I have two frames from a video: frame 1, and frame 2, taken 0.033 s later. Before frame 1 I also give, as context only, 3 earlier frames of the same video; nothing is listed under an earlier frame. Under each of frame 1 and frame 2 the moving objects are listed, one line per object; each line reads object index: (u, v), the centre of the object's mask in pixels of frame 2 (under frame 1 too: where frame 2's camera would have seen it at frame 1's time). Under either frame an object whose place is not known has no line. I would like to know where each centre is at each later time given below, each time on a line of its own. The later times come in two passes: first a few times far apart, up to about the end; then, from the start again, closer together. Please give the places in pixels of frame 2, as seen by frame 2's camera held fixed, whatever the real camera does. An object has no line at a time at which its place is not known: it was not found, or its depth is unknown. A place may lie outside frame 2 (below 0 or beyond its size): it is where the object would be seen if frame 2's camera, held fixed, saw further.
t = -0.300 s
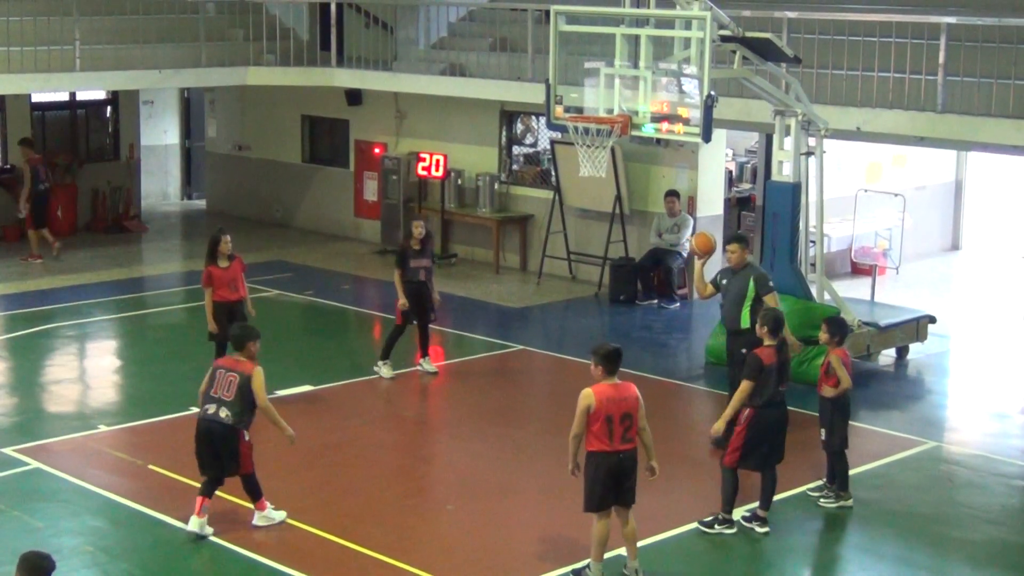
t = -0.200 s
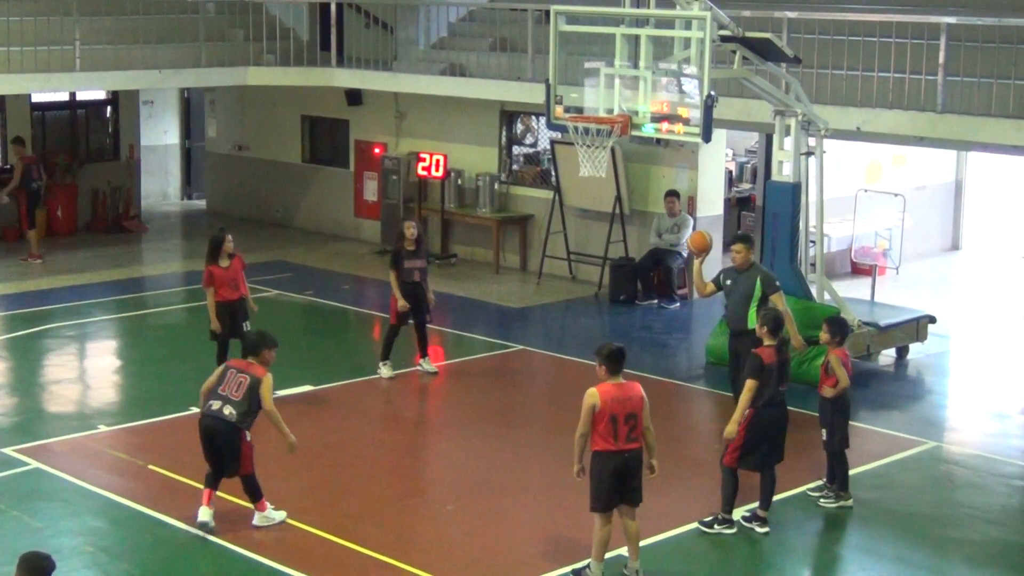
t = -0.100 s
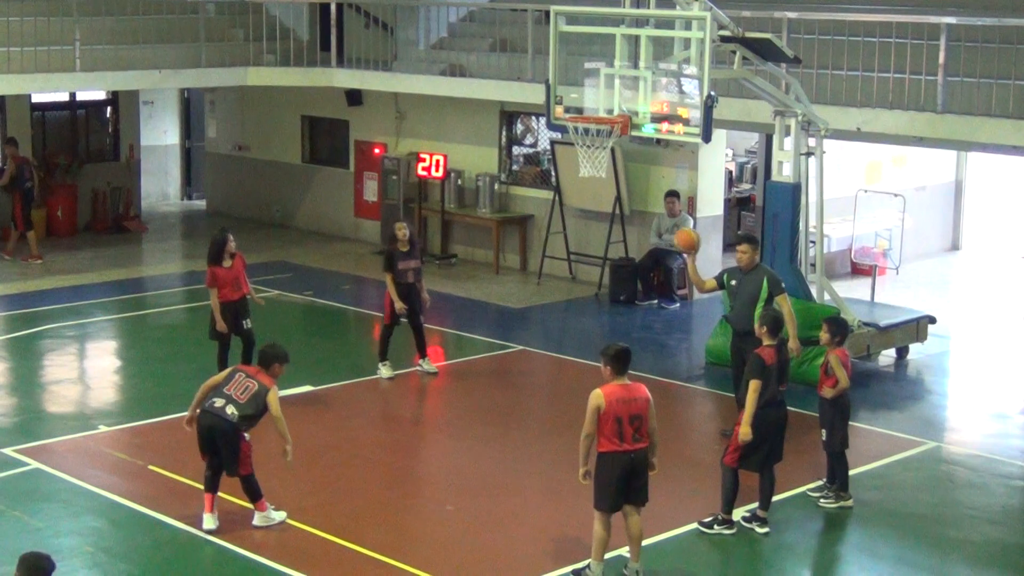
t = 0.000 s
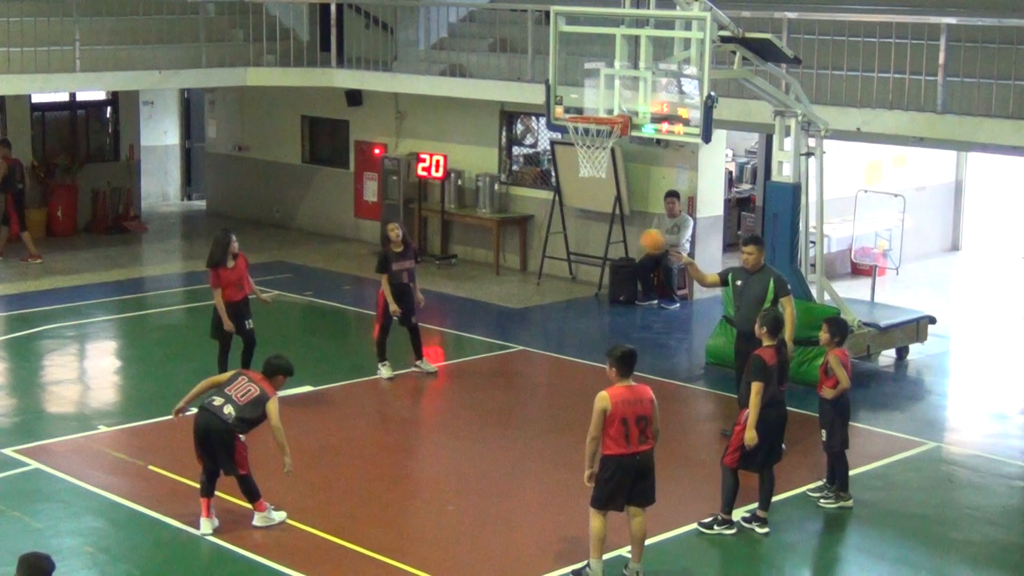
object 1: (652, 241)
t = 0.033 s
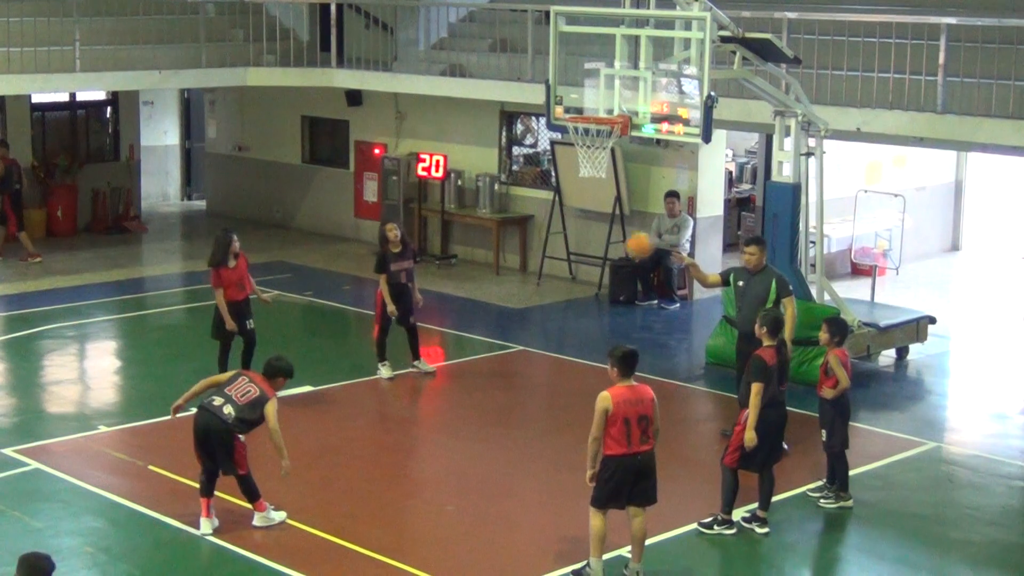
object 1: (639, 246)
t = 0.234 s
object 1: (556, 297)
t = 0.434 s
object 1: (469, 404)
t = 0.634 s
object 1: (403, 422)
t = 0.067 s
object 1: (626, 251)
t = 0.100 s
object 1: (612, 257)
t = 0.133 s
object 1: (599, 264)
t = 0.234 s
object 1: (556, 297)
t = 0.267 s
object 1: (542, 311)
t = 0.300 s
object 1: (528, 326)
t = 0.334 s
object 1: (513, 344)
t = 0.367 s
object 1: (497, 362)
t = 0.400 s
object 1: (484, 382)
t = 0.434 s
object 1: (469, 404)
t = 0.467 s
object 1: (454, 428)
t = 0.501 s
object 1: (439, 452)
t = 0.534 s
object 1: (425, 475)
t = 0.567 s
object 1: (417, 457)
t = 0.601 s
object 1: (410, 439)
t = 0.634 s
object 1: (403, 422)
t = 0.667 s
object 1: (395, 407)
